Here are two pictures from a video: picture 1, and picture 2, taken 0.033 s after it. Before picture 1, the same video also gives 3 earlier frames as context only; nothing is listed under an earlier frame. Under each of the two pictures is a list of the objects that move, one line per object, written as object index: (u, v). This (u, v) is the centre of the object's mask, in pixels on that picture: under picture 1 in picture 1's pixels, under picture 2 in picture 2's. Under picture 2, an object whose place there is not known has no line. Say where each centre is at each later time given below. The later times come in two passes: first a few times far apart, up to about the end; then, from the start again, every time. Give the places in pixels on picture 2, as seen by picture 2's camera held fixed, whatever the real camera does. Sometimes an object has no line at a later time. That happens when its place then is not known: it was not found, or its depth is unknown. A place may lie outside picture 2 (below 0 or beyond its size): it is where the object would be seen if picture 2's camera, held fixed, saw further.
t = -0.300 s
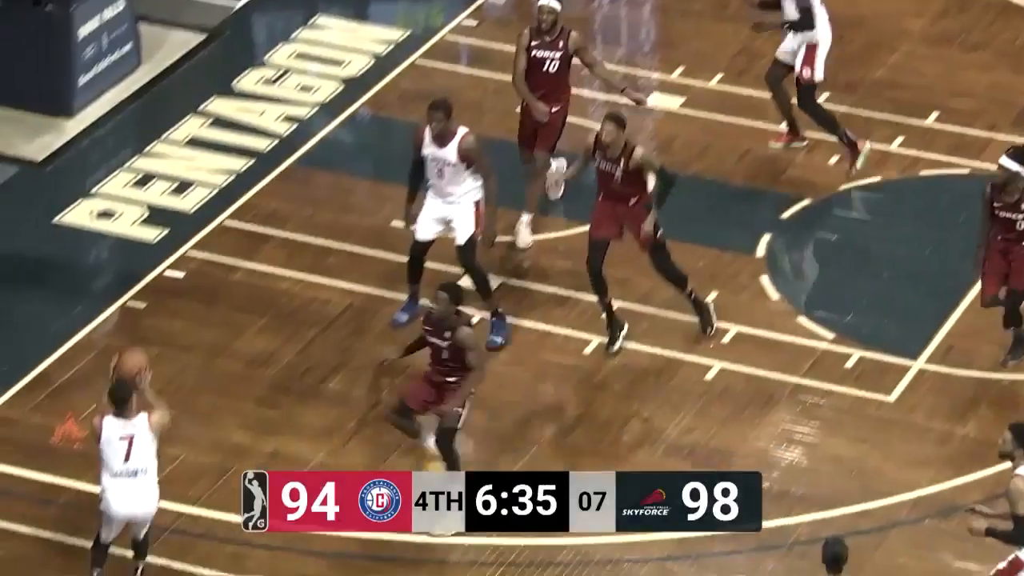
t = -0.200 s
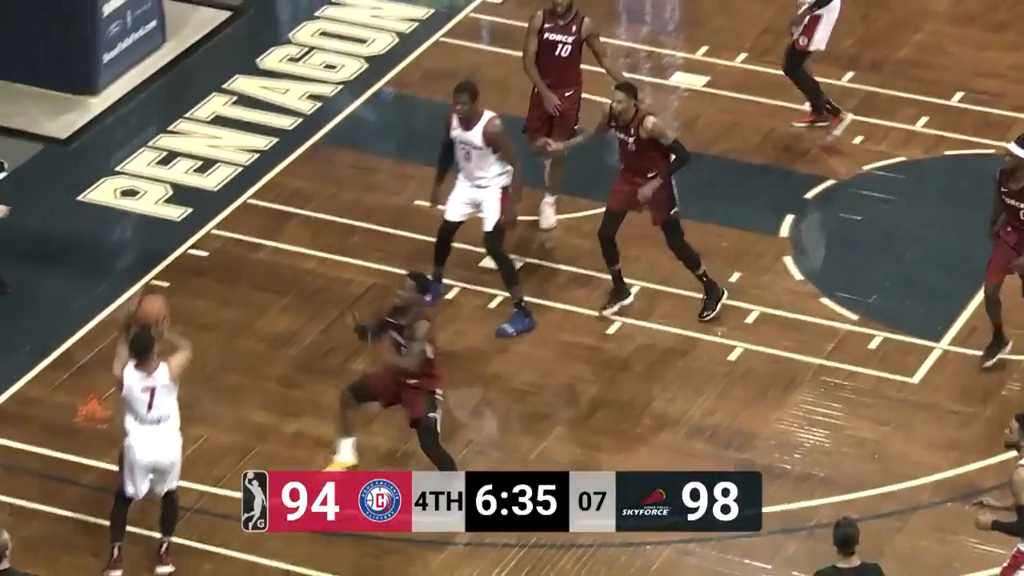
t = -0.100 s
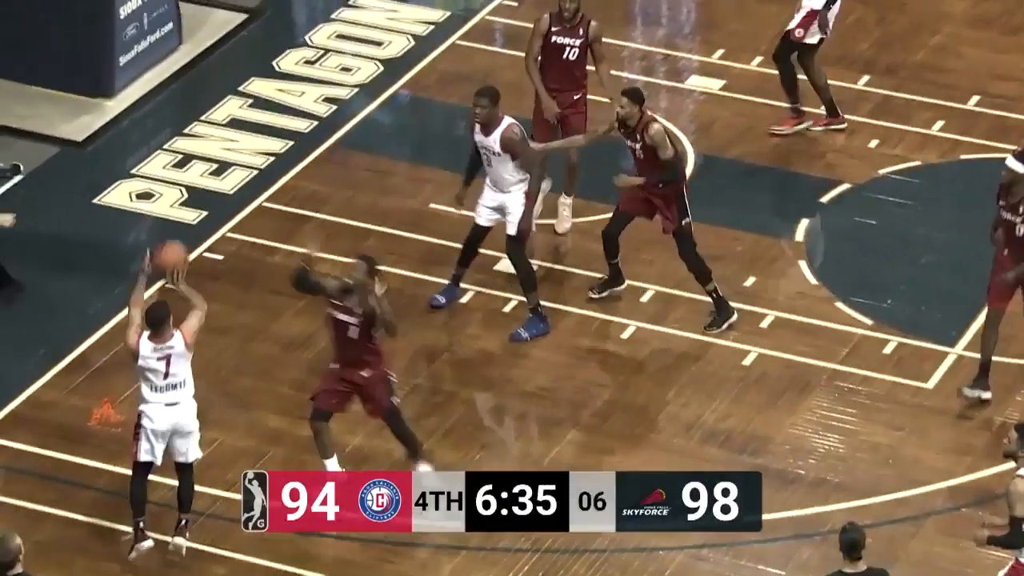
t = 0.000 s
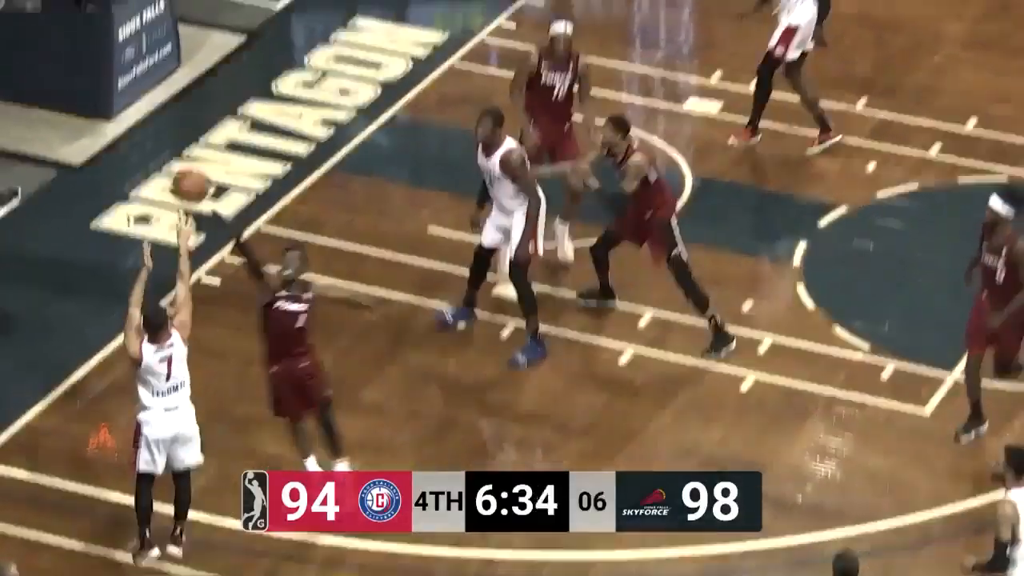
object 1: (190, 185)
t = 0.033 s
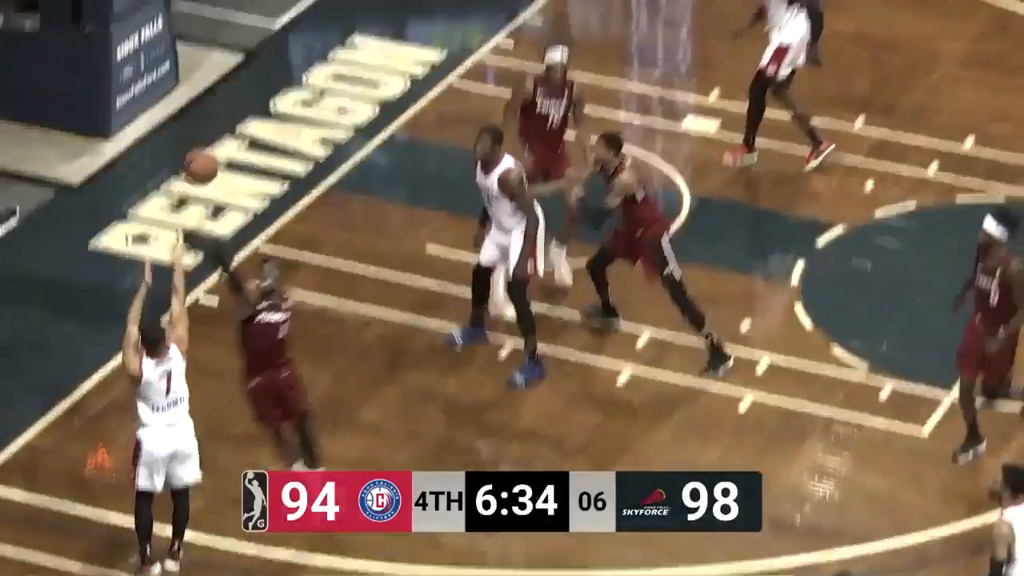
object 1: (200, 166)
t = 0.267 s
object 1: (277, -63)
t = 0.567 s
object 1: (369, -227)
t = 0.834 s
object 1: (446, -257)
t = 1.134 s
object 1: (522, -181)
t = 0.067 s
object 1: (214, 126)
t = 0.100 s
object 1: (224, 89)
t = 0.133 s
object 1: (234, 56)
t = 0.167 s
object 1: (246, 24)
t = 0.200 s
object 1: (257, -7)
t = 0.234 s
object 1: (267, -36)
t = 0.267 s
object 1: (277, -63)
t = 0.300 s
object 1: (288, -89)
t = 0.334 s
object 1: (298, -114)
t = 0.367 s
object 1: (309, -134)
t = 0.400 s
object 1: (320, -155)
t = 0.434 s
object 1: (328, -172)
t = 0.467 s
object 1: (339, -189)
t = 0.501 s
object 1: (349, -203)
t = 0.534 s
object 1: (358, -216)
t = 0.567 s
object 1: (369, -227)
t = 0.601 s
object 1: (379, -236)
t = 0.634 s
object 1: (389, -244)
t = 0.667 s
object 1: (400, -250)
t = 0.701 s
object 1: (410, -254)
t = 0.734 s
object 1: (418, -258)
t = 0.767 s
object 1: (429, -259)
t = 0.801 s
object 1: (437, -259)
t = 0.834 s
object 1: (446, -257)
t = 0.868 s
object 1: (454, -253)
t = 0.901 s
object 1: (463, -248)
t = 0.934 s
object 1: (472, -243)
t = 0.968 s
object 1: (480, -236)
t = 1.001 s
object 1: (490, -227)
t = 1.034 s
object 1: (499, -219)
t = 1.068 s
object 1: (507, -208)
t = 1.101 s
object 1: (515, -195)
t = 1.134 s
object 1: (522, -181)
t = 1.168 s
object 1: (533, -169)
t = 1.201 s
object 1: (536, -153)
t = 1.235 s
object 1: (548, -139)
